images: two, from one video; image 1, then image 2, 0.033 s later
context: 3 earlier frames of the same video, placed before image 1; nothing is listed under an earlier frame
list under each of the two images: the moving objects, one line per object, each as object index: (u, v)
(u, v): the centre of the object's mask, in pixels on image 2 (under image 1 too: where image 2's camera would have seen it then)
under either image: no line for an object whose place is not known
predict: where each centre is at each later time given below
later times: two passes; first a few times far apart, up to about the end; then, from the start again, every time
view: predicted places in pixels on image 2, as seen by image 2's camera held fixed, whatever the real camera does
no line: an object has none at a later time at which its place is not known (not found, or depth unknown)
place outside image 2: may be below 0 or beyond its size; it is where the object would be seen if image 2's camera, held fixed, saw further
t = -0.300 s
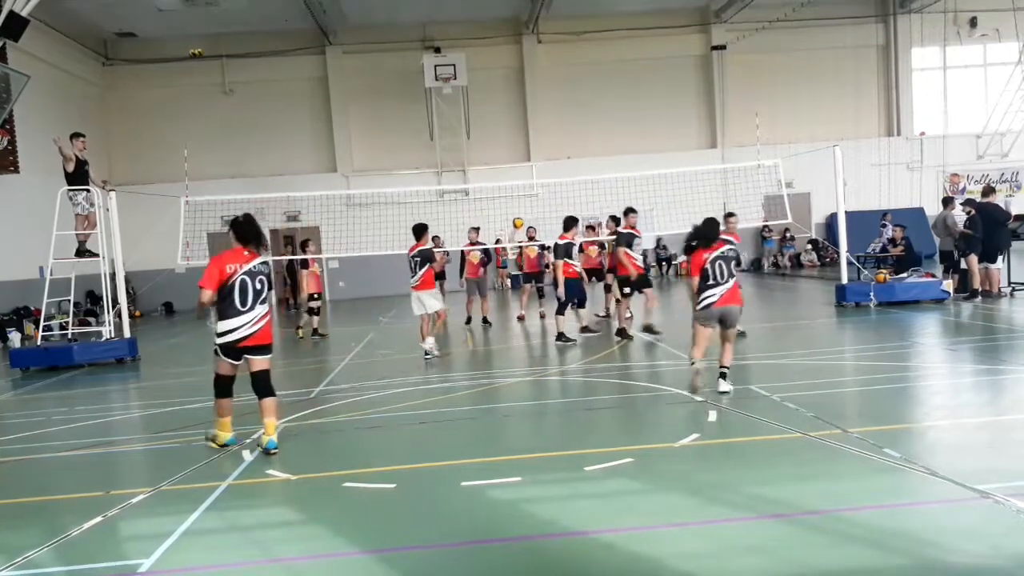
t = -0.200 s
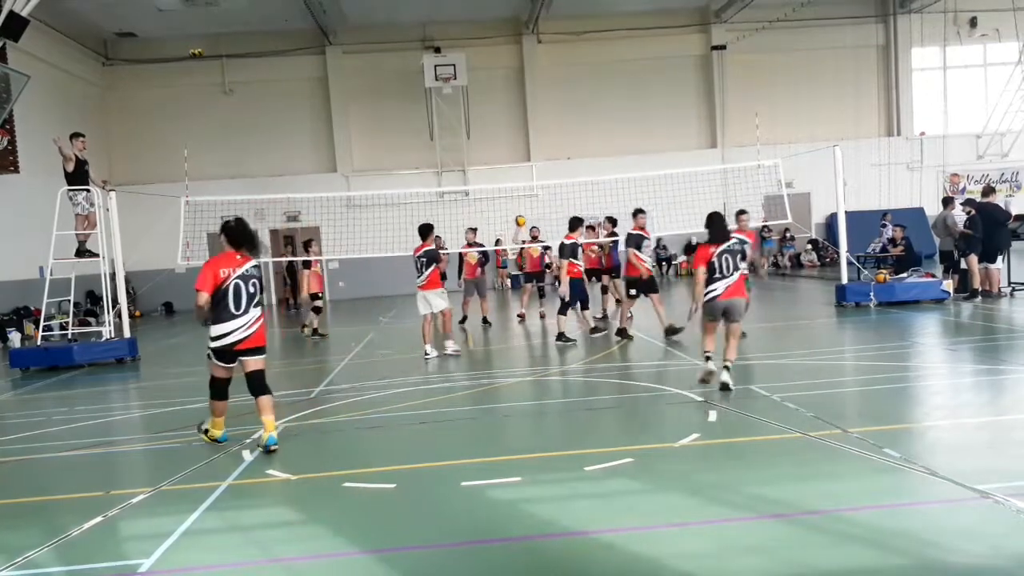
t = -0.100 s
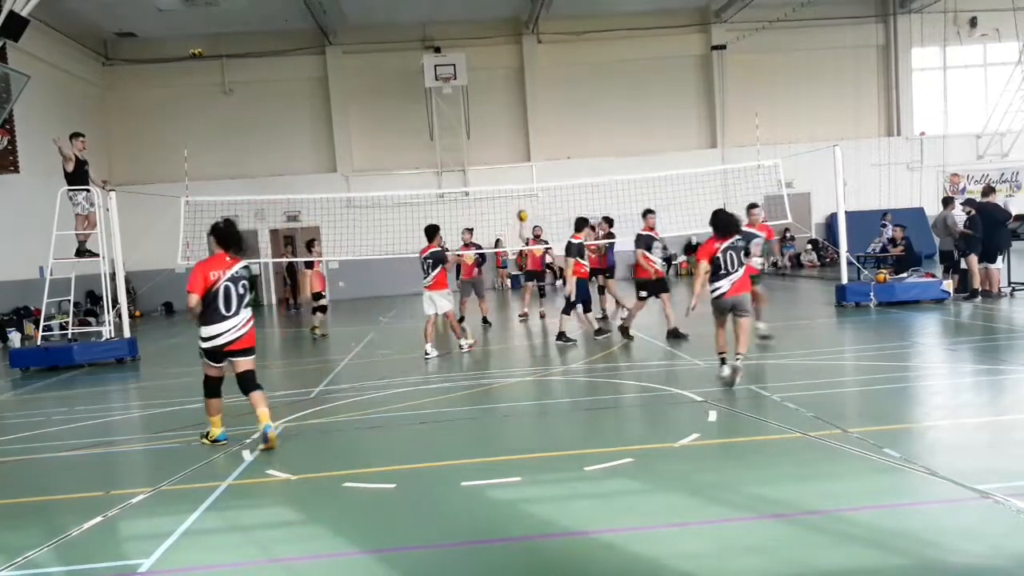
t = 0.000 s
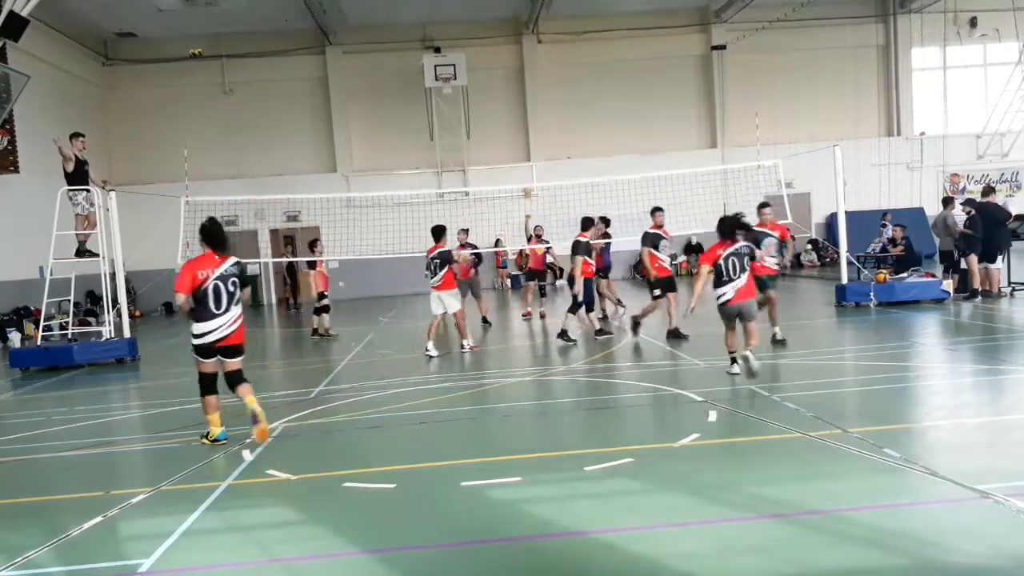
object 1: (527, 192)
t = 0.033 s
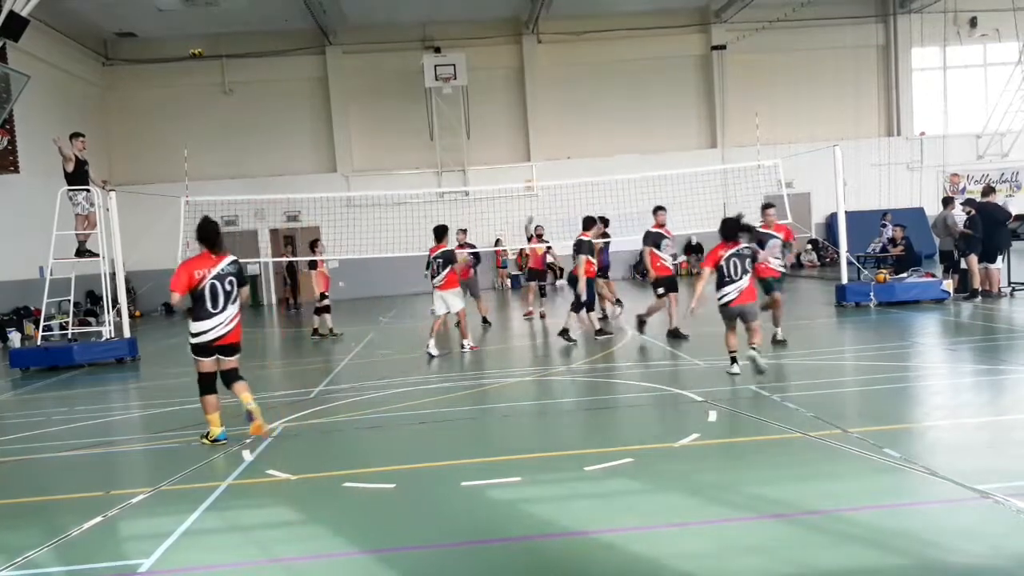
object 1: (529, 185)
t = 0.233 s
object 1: (545, 142)
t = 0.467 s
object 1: (571, 117)
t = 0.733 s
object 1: (607, 137)
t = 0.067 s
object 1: (532, 175)
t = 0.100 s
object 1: (535, 167)
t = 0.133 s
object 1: (537, 159)
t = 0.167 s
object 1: (540, 153)
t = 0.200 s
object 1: (543, 146)
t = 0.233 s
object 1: (545, 142)
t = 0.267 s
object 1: (549, 136)
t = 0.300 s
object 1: (552, 131)
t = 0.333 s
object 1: (555, 125)
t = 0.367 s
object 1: (558, 125)
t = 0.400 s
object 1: (563, 122)
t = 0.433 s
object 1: (568, 119)
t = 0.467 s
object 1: (571, 117)
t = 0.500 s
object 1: (573, 115)
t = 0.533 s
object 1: (575, 115)
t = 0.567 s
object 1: (582, 119)
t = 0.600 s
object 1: (587, 120)
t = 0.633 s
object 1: (592, 120)
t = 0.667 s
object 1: (599, 122)
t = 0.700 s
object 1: (602, 131)
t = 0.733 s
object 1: (607, 137)
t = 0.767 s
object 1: (614, 141)
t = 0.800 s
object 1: (620, 147)
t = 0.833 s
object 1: (624, 159)
